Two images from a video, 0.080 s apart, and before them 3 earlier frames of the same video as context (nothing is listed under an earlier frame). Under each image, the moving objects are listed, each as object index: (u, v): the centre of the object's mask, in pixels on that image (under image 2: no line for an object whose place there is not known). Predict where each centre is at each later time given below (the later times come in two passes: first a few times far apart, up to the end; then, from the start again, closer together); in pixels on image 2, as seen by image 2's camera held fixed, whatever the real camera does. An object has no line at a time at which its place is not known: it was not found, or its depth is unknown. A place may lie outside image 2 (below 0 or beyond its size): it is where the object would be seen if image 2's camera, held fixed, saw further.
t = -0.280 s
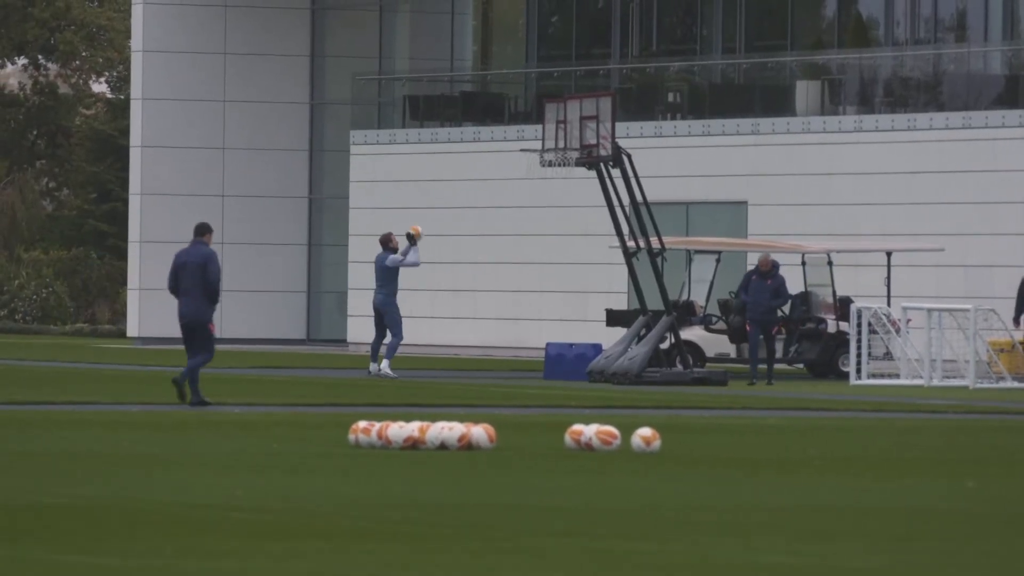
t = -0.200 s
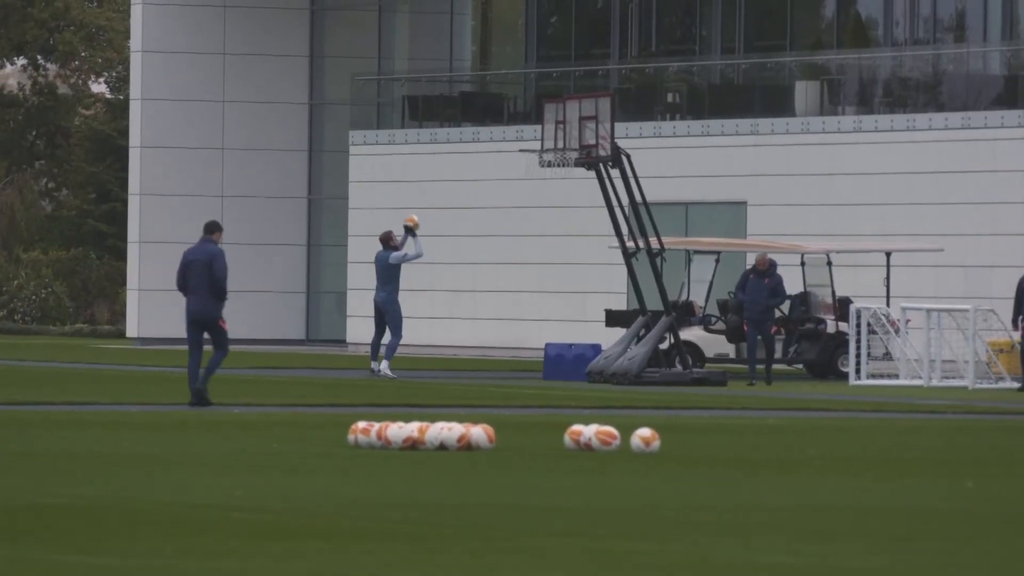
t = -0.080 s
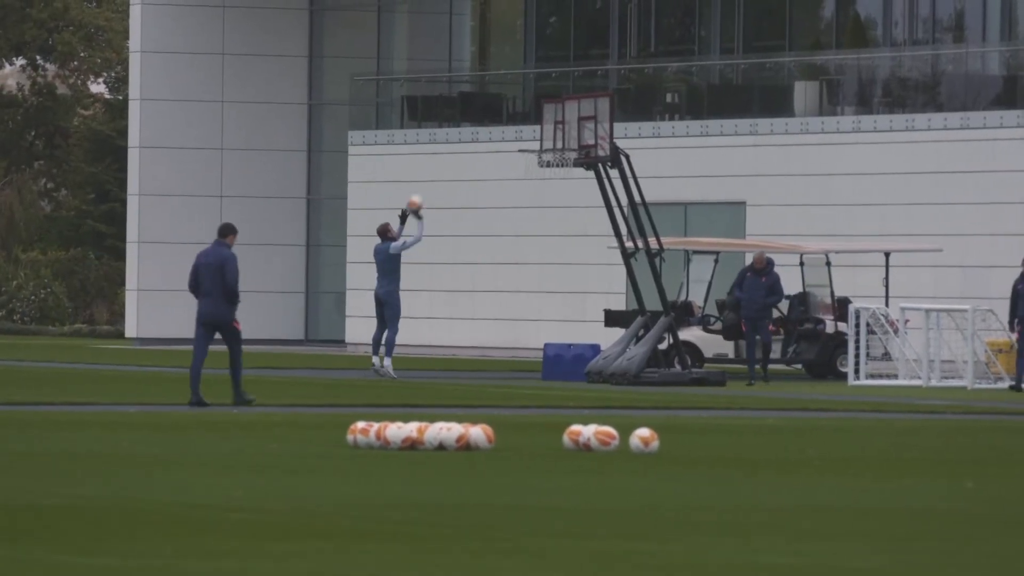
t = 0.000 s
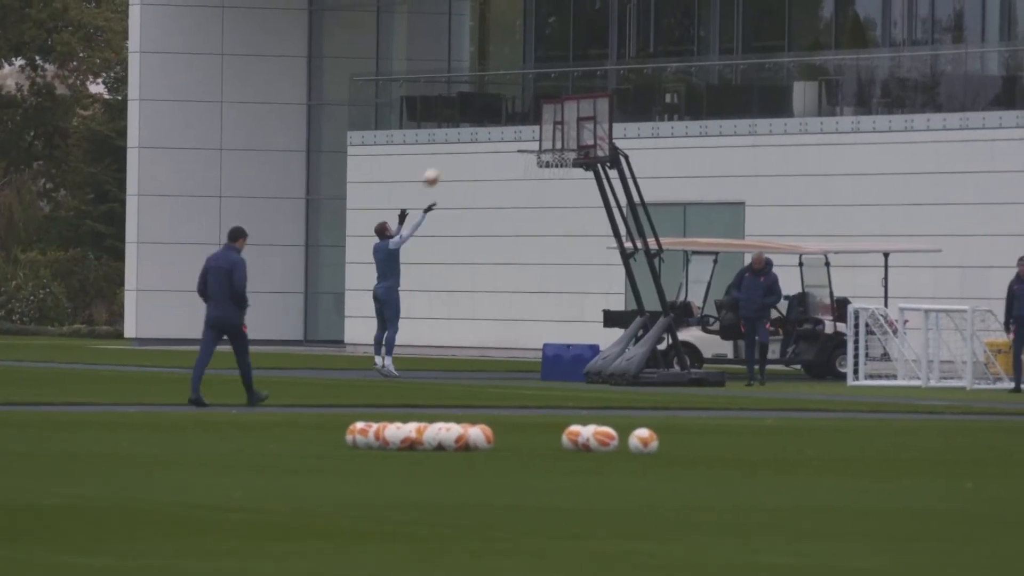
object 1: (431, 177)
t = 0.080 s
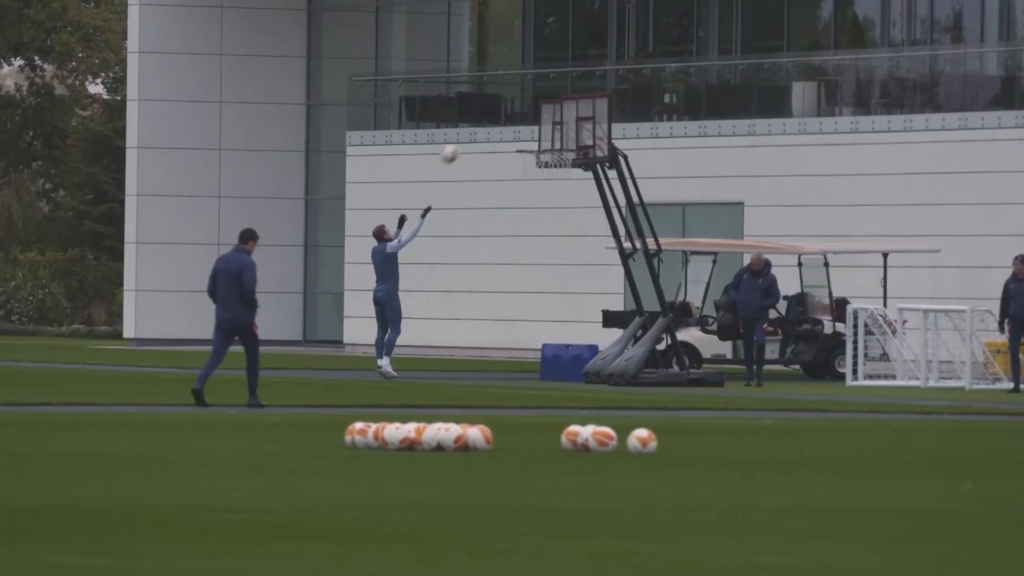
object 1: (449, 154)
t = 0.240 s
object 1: (487, 120)
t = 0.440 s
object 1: (533, 108)
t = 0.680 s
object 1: (524, 132)
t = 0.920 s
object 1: (507, 138)
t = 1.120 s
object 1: (495, 164)
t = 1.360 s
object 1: (481, 235)
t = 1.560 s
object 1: (469, 329)
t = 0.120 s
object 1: (459, 142)
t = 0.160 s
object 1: (468, 134)
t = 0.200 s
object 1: (477, 126)
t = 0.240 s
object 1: (487, 120)
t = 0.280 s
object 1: (496, 116)
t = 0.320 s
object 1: (505, 112)
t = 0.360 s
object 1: (514, 109)
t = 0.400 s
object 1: (524, 108)
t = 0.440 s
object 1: (533, 108)
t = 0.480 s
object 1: (541, 108)
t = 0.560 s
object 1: (540, 115)
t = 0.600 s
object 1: (535, 119)
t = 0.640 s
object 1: (529, 126)
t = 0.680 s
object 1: (524, 132)
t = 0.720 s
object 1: (518, 142)
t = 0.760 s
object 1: (516, 140)
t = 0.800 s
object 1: (514, 138)
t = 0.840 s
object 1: (511, 137)
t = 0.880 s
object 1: (510, 137)
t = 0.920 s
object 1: (507, 138)
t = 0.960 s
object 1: (504, 141)
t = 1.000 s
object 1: (502, 145)
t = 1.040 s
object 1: (499, 150)
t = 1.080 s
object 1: (497, 157)
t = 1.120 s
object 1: (495, 164)
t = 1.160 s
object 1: (493, 173)
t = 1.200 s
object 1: (490, 183)
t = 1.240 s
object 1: (488, 195)
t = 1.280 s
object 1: (485, 207)
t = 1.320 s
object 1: (483, 221)
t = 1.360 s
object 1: (481, 235)
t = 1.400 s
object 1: (479, 252)
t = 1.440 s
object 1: (476, 268)
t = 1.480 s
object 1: (473, 285)
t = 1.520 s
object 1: (471, 307)
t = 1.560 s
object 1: (469, 329)
